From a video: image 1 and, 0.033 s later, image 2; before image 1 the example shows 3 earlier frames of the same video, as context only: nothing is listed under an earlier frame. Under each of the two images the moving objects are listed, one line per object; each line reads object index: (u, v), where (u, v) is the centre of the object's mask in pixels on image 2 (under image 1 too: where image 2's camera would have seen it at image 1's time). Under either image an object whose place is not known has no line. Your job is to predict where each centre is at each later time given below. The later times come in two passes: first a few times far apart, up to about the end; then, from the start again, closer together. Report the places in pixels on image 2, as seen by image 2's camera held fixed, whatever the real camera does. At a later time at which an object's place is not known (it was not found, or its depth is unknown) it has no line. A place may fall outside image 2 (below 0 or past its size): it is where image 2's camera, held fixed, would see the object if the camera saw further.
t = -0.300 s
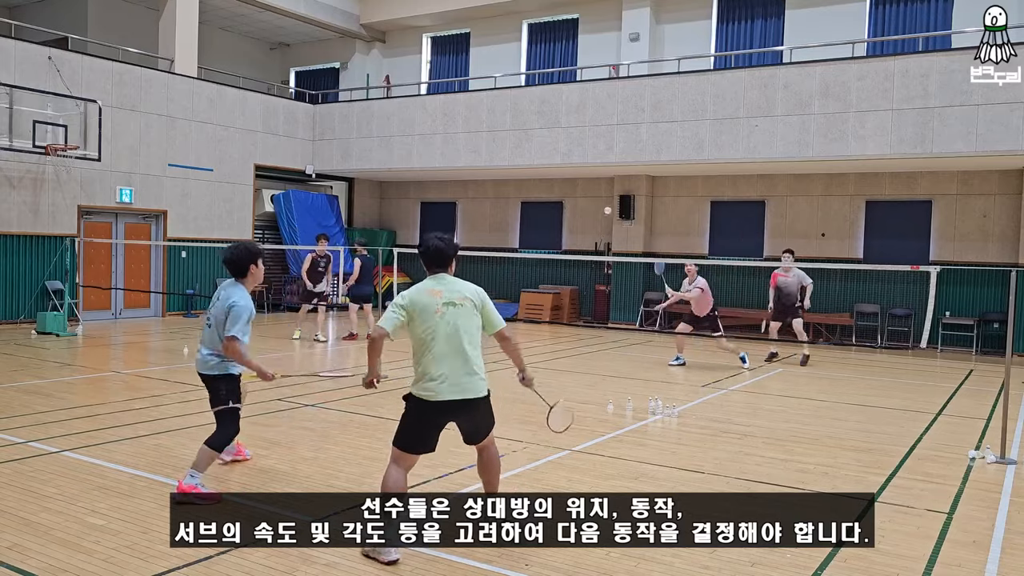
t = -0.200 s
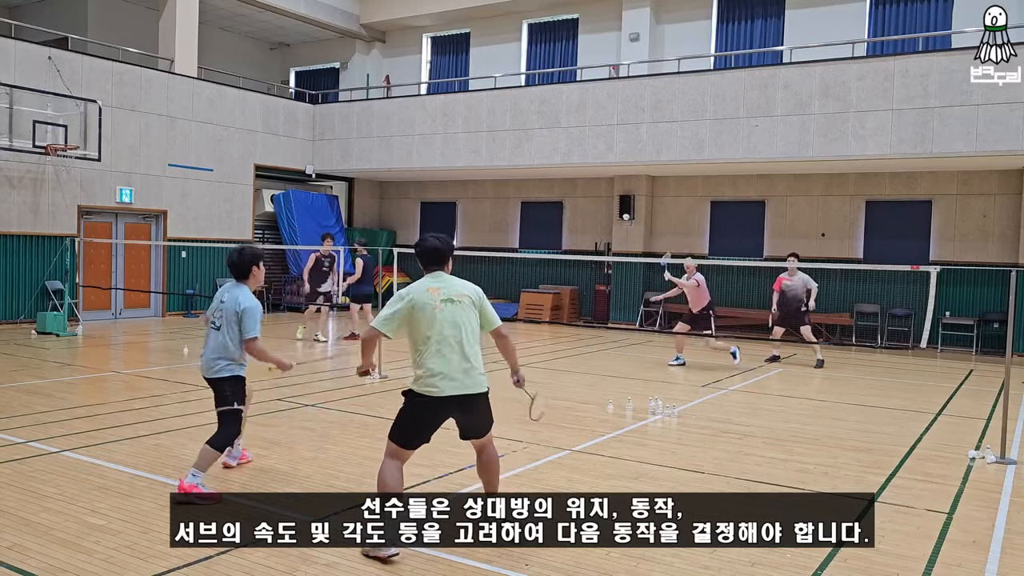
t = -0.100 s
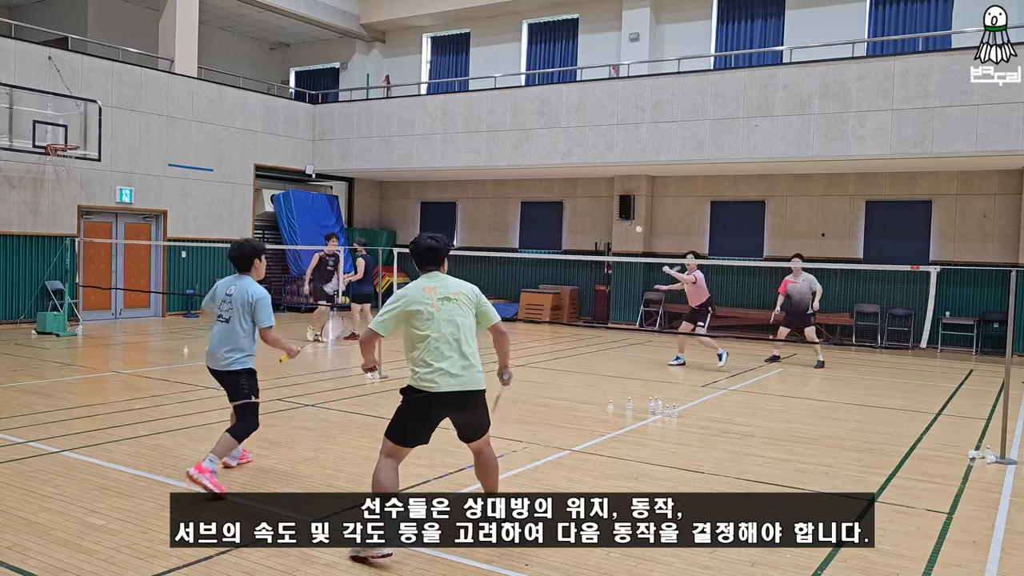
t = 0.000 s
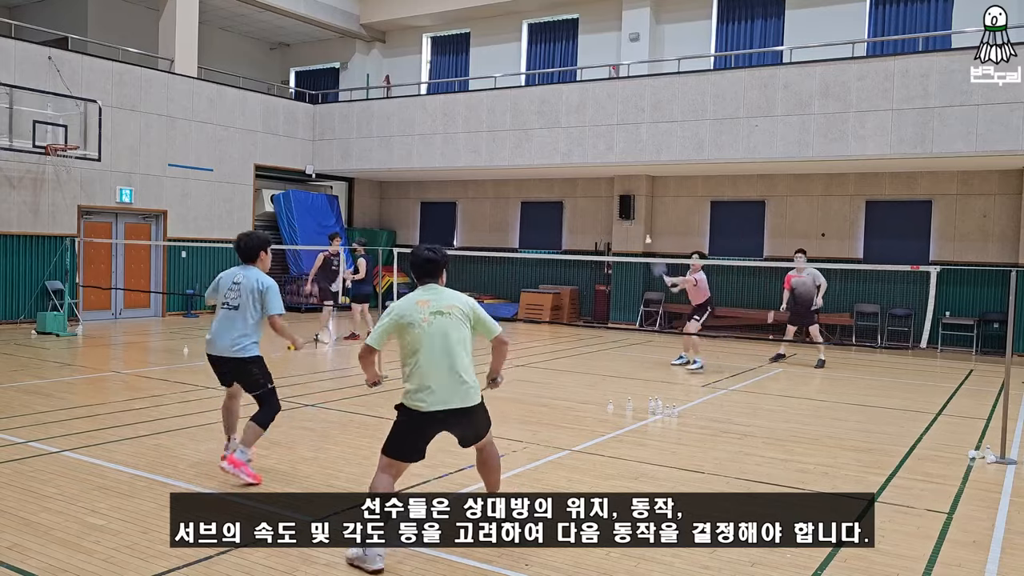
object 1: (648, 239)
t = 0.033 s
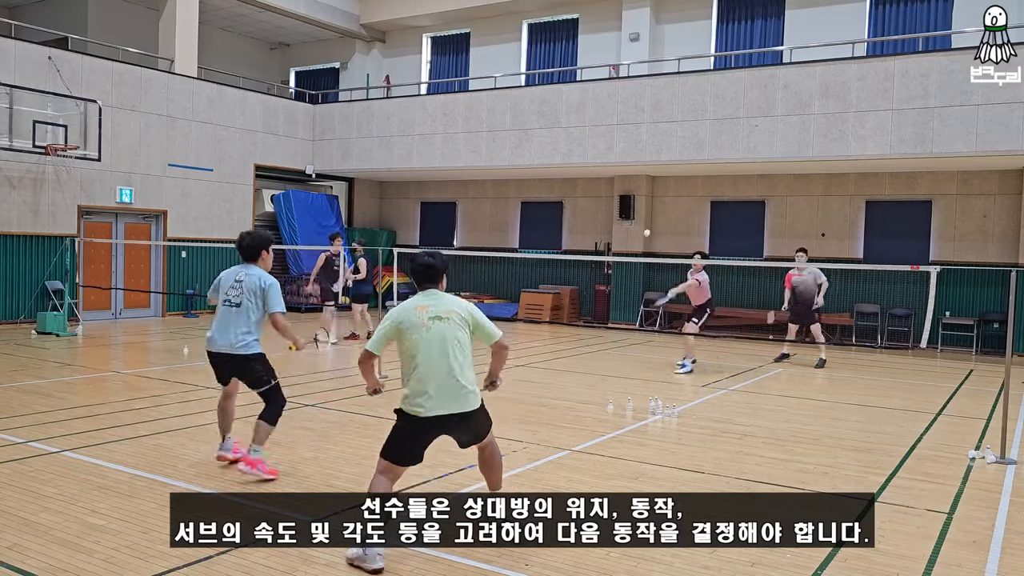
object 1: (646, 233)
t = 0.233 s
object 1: (644, 243)
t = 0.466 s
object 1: (630, 327)
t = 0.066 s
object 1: (648, 233)
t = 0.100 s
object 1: (647, 232)
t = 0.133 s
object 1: (645, 233)
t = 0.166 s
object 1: (645, 236)
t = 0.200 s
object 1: (645, 239)
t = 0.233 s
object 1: (644, 243)
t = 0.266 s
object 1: (643, 249)
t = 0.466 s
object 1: (630, 327)
